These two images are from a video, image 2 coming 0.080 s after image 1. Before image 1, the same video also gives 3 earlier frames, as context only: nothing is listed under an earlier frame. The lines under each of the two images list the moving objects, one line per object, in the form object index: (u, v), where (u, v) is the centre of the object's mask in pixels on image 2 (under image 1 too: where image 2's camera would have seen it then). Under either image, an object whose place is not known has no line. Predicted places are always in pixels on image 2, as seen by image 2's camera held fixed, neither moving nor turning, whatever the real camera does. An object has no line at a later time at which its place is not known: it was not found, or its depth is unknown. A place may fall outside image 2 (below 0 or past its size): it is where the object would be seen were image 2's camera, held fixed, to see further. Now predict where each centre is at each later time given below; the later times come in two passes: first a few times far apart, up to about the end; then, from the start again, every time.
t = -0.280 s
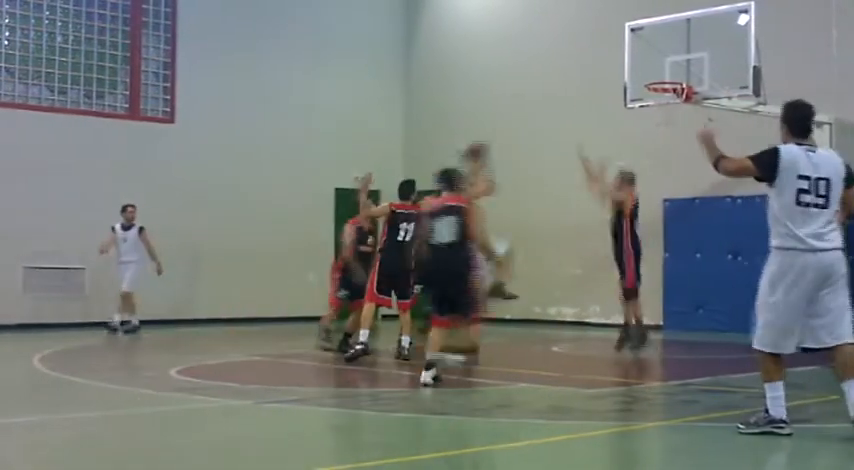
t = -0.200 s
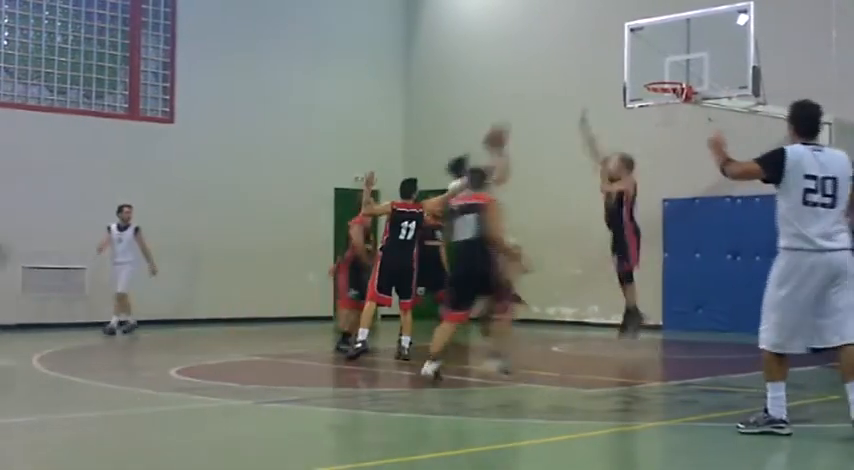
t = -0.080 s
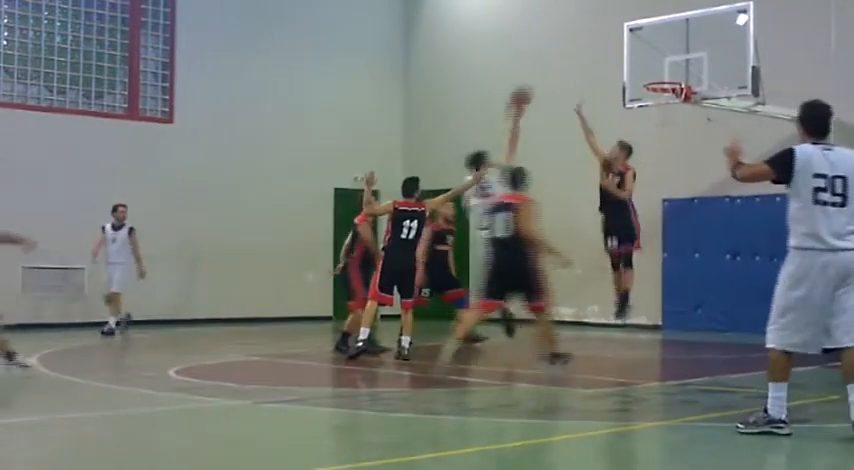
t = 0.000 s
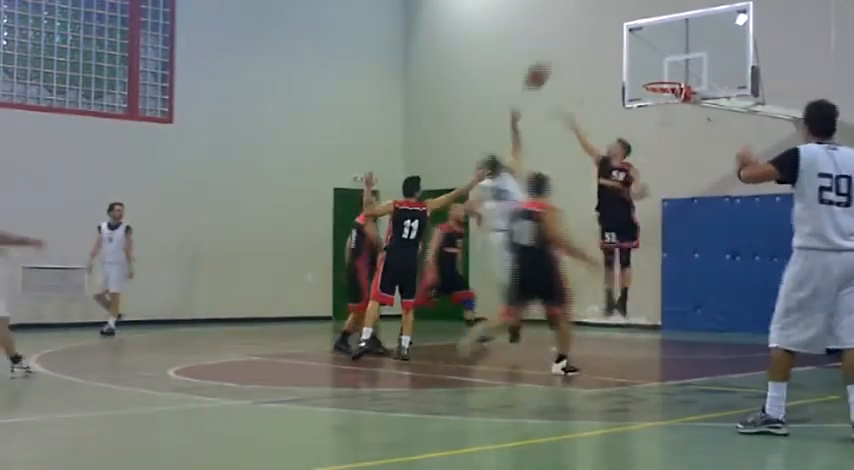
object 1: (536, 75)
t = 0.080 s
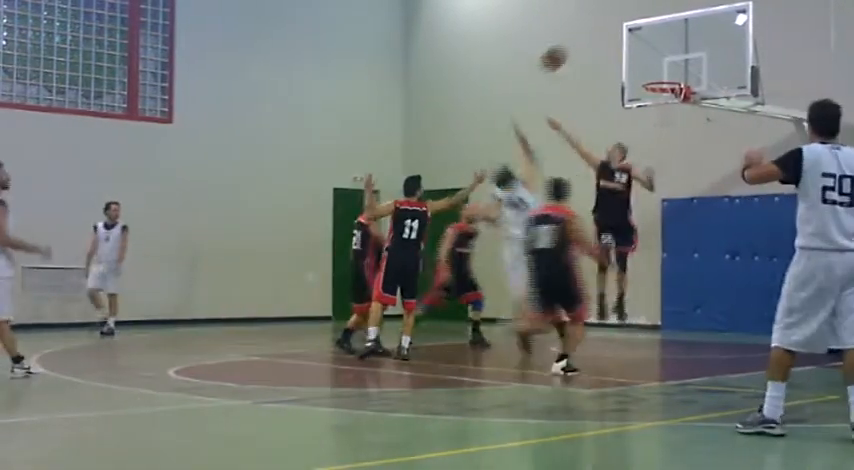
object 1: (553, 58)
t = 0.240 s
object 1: (587, 40)
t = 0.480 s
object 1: (635, 54)
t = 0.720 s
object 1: (677, 103)
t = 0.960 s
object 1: (674, 114)
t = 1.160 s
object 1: (669, 163)
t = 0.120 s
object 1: (562, 51)
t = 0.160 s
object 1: (569, 46)
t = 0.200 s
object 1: (579, 42)
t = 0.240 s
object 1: (587, 40)
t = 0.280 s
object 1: (595, 39)
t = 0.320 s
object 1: (603, 39)
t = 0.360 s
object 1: (610, 41)
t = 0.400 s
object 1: (618, 43)
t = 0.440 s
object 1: (627, 47)
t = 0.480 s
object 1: (635, 54)
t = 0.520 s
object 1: (644, 60)
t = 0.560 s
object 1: (652, 69)
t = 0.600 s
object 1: (658, 75)
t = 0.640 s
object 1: (665, 90)
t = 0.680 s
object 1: (674, 100)
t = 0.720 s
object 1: (677, 103)
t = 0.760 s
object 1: (677, 103)
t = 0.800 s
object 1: (677, 104)
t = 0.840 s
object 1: (676, 104)
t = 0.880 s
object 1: (675, 107)
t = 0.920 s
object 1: (675, 111)
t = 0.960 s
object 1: (674, 114)
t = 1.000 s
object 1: (674, 122)
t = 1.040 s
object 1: (670, 130)
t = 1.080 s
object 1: (672, 140)
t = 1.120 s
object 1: (672, 151)
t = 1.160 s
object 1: (669, 163)
